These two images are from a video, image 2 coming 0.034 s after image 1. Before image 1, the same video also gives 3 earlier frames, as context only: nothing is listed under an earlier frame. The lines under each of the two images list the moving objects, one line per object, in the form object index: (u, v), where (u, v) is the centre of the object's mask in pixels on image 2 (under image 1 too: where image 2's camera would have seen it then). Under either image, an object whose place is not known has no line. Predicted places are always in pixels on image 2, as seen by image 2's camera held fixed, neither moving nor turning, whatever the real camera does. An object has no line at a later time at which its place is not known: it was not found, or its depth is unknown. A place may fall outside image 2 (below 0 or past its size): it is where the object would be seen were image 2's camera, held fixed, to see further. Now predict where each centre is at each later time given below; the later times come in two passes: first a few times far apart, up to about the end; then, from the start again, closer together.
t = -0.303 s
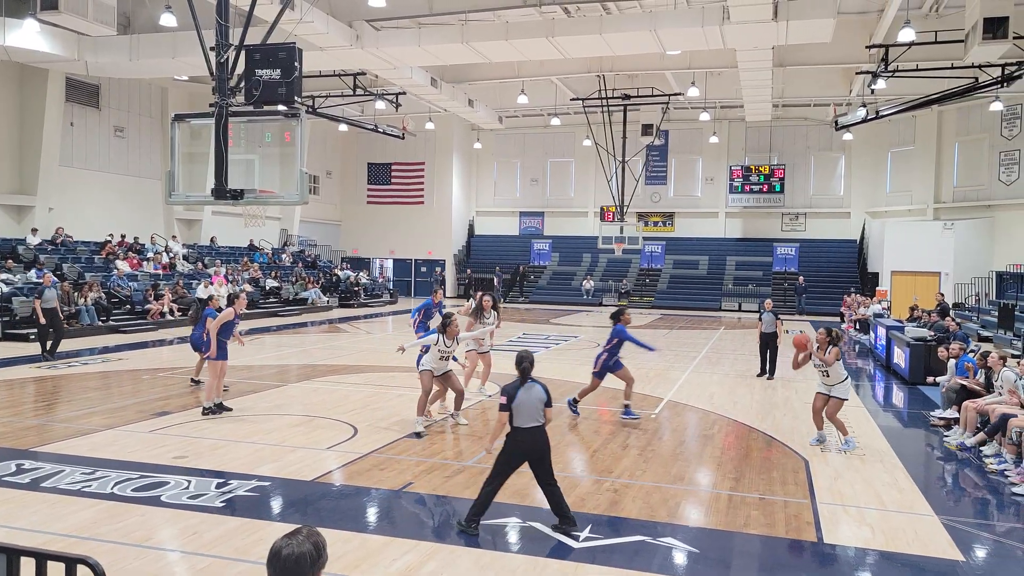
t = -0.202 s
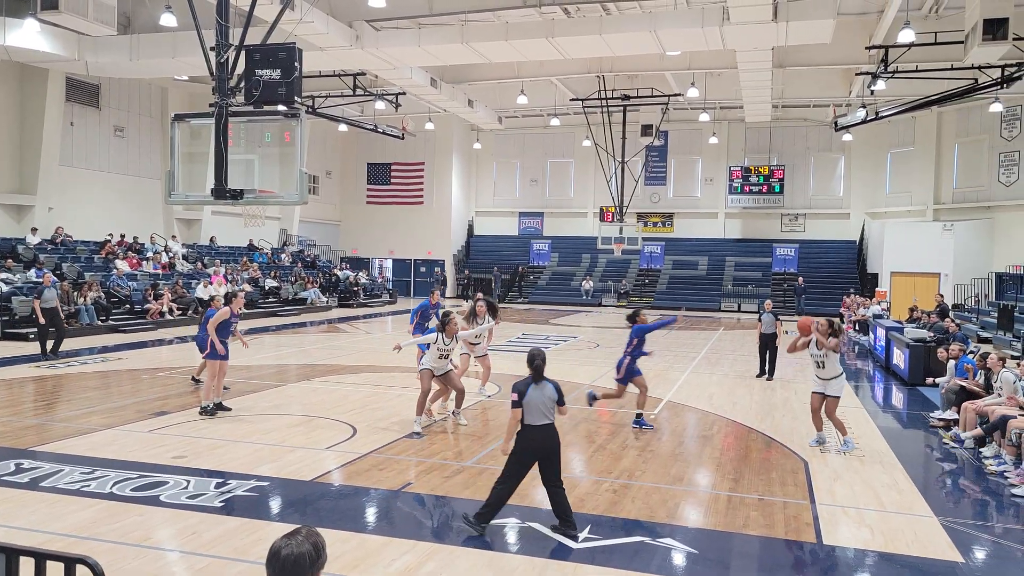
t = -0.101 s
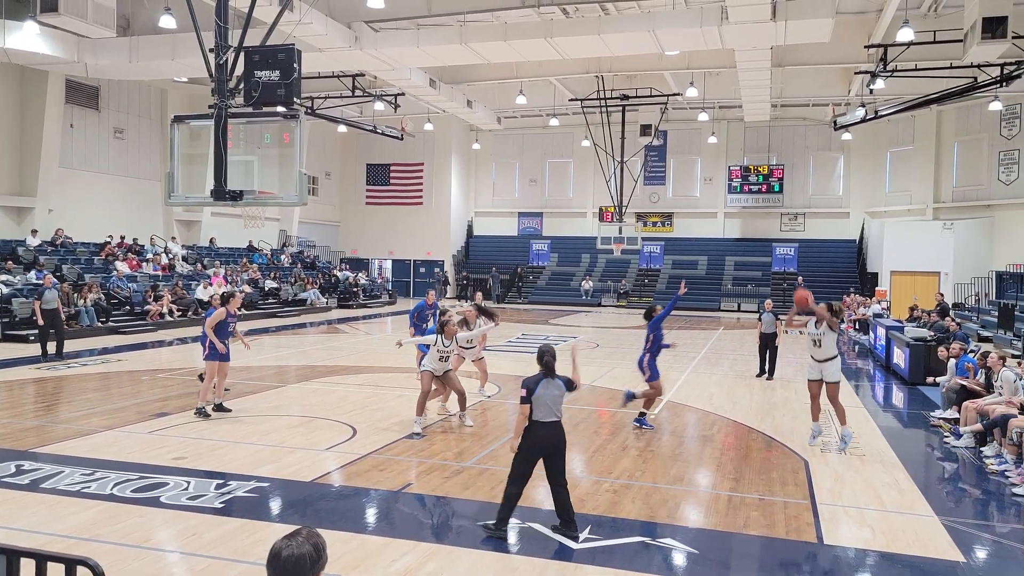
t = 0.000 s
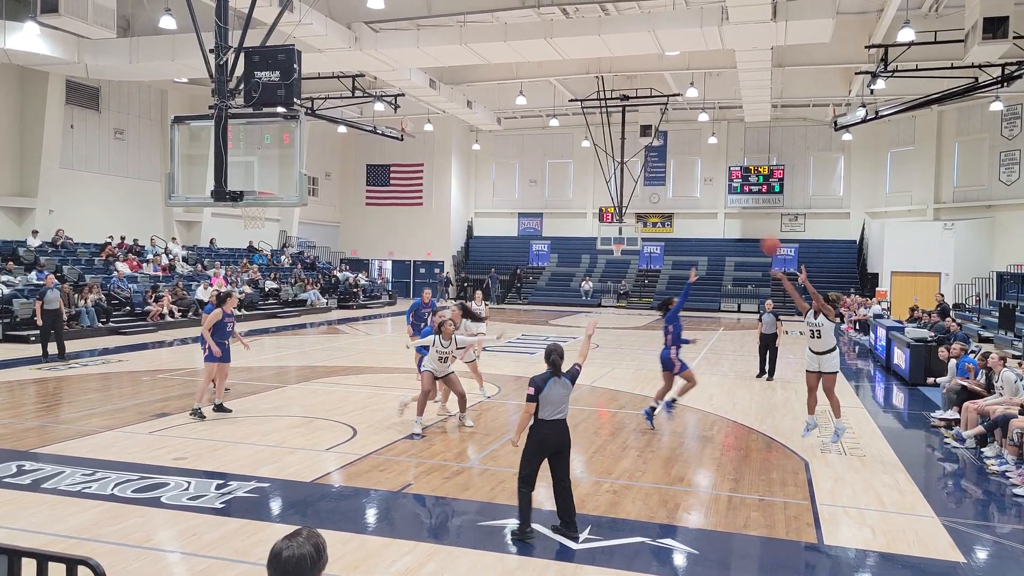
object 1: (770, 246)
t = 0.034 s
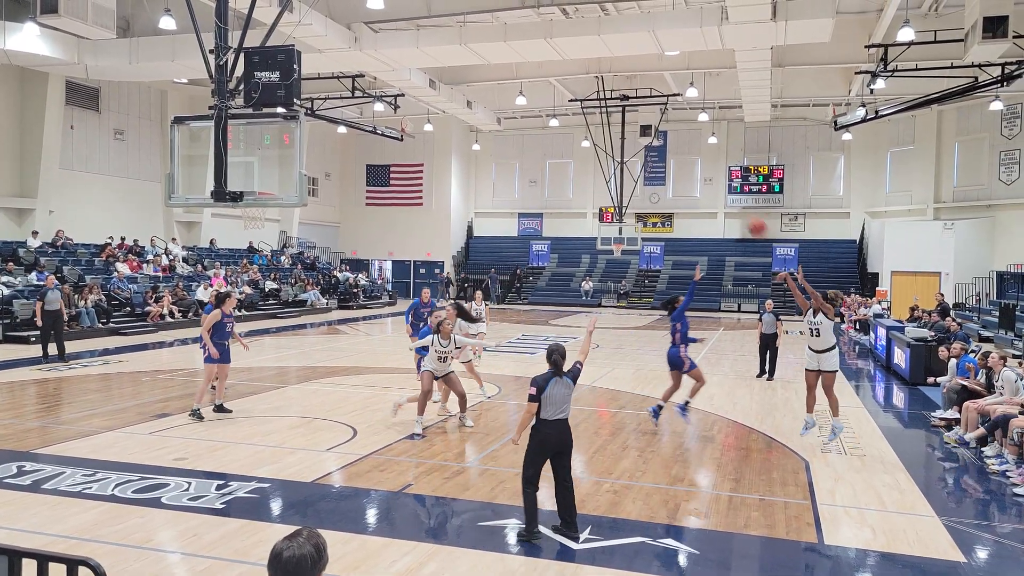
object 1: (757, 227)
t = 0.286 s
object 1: (654, 124)
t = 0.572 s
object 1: (540, 65)
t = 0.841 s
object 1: (435, 67)
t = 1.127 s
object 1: (326, 130)
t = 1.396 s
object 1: (240, 213)
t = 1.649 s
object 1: (217, 250)
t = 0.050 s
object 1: (749, 218)
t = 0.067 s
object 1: (743, 211)
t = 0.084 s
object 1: (736, 202)
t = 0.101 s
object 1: (728, 194)
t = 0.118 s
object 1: (722, 186)
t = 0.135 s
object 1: (714, 180)
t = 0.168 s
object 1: (700, 165)
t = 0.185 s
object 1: (694, 158)
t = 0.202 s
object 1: (686, 153)
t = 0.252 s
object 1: (667, 135)
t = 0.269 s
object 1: (659, 130)
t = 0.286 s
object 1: (654, 124)
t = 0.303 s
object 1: (646, 119)
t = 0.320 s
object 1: (639, 114)
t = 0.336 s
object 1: (632, 109)
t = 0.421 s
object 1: (598, 88)
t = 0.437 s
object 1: (592, 86)
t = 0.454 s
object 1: (586, 82)
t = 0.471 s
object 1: (580, 79)
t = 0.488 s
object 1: (572, 76)
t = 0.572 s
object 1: (540, 65)
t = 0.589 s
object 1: (533, 64)
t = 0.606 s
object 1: (527, 63)
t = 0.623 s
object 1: (520, 62)
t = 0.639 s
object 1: (514, 61)
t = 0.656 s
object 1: (507, 60)
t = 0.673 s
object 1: (500, 59)
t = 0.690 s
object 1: (494, 59)
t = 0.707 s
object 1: (488, 59)
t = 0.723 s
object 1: (481, 59)
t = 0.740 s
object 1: (475, 60)
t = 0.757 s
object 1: (469, 60)
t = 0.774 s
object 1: (462, 62)
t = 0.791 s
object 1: (455, 63)
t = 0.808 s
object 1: (449, 64)
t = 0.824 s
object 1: (442, 65)
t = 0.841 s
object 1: (435, 67)
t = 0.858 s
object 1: (429, 69)
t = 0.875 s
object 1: (423, 71)
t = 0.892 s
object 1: (416, 74)
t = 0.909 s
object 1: (410, 76)
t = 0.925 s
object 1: (404, 79)
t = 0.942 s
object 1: (397, 82)
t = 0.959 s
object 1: (391, 86)
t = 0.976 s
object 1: (385, 89)
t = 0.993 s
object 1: (377, 92)
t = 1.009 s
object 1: (372, 96)
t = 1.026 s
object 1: (366, 101)
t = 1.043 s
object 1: (359, 105)
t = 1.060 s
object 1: (353, 109)
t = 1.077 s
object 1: (346, 114)
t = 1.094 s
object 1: (339, 119)
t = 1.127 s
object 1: (326, 130)
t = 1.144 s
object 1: (320, 135)
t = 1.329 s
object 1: (251, 211)
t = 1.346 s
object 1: (246, 212)
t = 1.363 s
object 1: (244, 212)
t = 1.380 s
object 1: (242, 212)
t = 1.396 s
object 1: (240, 213)
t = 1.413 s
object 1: (239, 213)
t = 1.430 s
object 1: (237, 214)
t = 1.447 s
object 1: (236, 215)
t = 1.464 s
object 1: (234, 216)
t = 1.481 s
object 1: (233, 218)
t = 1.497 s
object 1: (231, 220)
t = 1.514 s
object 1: (229, 222)
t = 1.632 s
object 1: (219, 247)
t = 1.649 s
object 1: (217, 250)
